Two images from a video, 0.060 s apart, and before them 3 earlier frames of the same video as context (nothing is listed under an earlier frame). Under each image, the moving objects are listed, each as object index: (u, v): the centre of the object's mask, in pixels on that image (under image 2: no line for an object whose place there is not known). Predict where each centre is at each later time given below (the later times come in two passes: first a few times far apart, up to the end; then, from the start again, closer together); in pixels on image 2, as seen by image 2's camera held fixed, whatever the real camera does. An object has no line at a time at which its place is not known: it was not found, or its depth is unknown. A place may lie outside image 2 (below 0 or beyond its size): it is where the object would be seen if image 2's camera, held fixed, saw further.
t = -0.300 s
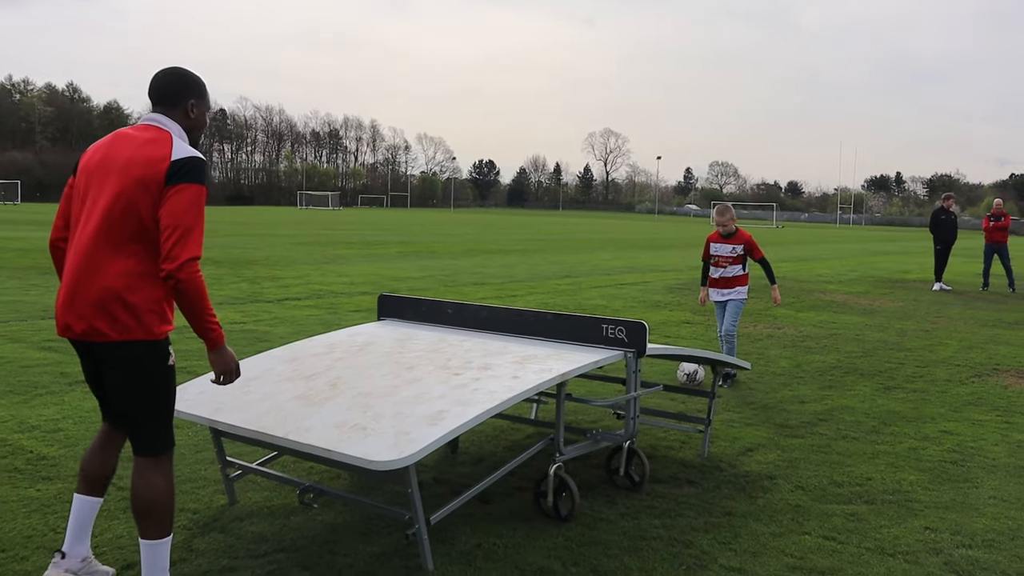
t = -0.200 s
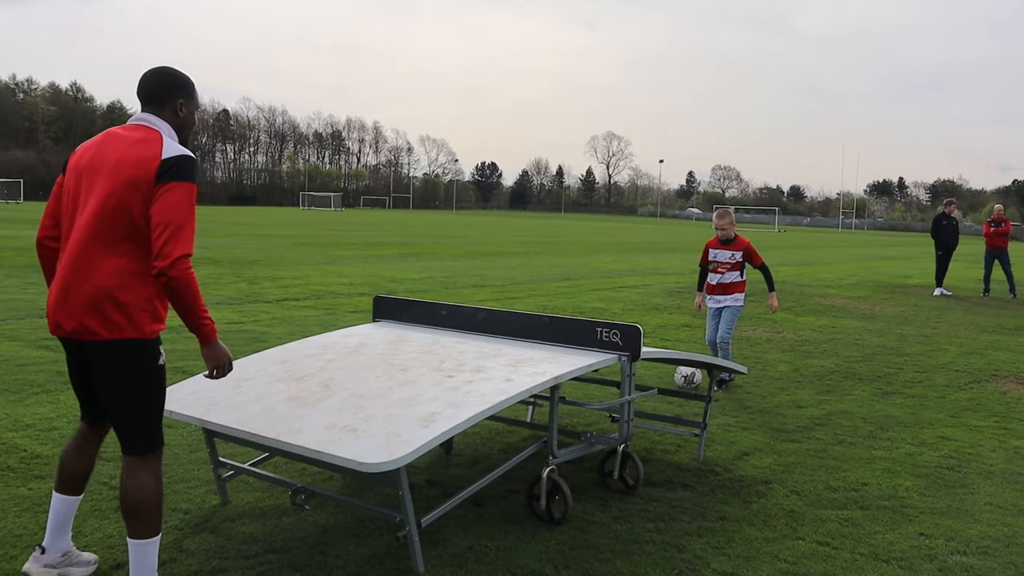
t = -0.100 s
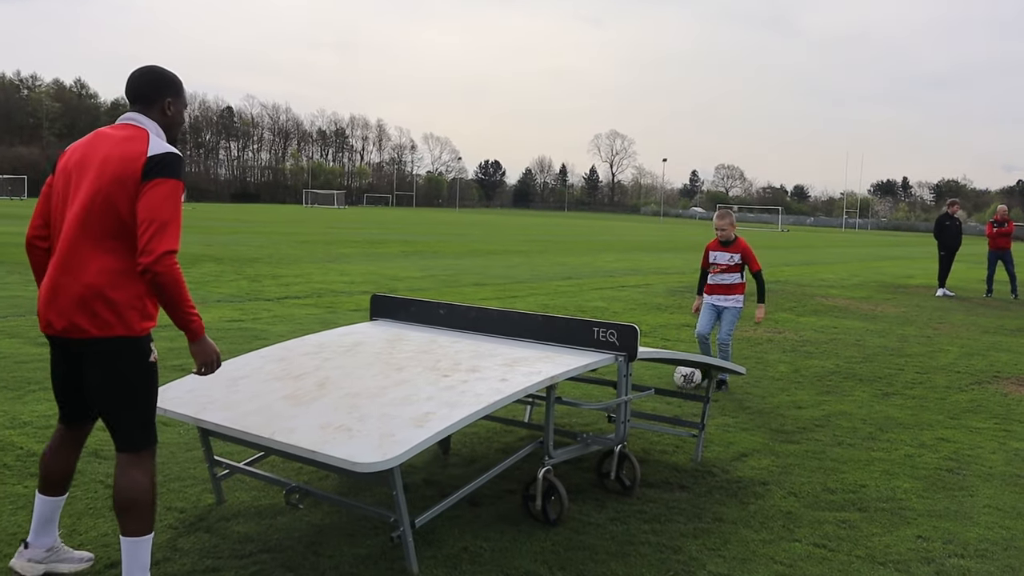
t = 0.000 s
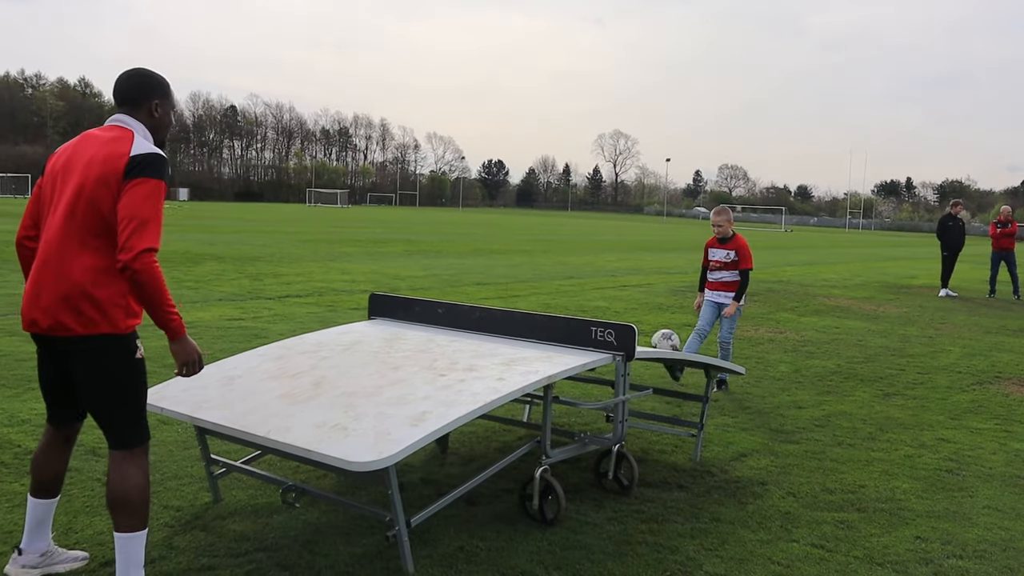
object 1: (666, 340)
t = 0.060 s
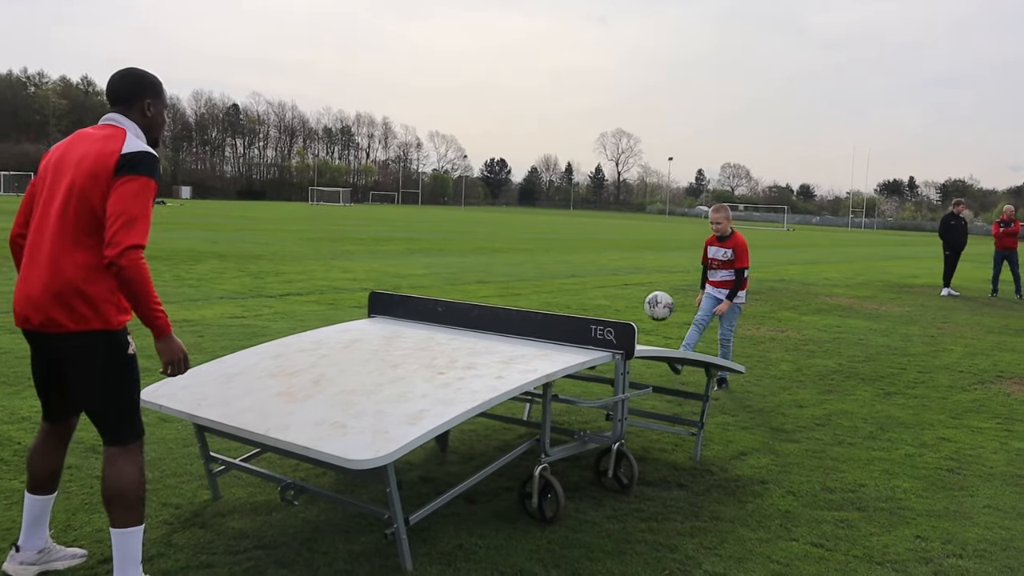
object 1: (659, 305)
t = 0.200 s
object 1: (637, 230)
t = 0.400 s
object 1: (599, 160)
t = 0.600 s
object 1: (560, 142)
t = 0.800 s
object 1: (506, 192)
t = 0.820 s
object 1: (497, 201)
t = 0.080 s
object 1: (656, 294)
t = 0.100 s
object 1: (653, 282)
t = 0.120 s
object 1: (650, 272)
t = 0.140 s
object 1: (647, 261)
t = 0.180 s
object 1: (641, 240)
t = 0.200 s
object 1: (637, 230)
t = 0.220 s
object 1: (633, 222)
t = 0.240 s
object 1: (628, 213)
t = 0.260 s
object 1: (625, 205)
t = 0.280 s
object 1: (621, 197)
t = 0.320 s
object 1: (613, 184)
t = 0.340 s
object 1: (610, 177)
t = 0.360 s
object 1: (606, 171)
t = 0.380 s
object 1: (602, 166)
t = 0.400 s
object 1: (599, 160)
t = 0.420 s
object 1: (596, 156)
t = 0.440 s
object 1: (592, 152)
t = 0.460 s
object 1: (588, 149)
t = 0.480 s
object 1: (584, 146)
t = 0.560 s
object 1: (569, 141)
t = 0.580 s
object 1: (564, 141)
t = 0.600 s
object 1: (560, 142)
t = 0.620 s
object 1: (556, 143)
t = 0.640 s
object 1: (551, 146)
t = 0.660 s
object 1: (546, 149)
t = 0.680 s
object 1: (541, 153)
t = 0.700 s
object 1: (537, 158)
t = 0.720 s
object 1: (531, 163)
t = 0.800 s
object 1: (506, 192)
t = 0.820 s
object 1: (497, 201)
